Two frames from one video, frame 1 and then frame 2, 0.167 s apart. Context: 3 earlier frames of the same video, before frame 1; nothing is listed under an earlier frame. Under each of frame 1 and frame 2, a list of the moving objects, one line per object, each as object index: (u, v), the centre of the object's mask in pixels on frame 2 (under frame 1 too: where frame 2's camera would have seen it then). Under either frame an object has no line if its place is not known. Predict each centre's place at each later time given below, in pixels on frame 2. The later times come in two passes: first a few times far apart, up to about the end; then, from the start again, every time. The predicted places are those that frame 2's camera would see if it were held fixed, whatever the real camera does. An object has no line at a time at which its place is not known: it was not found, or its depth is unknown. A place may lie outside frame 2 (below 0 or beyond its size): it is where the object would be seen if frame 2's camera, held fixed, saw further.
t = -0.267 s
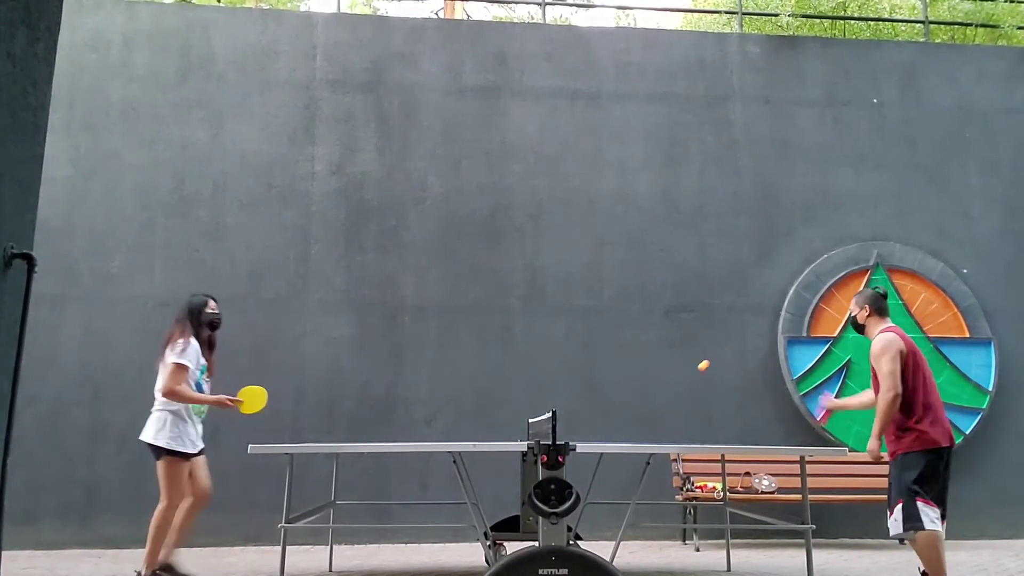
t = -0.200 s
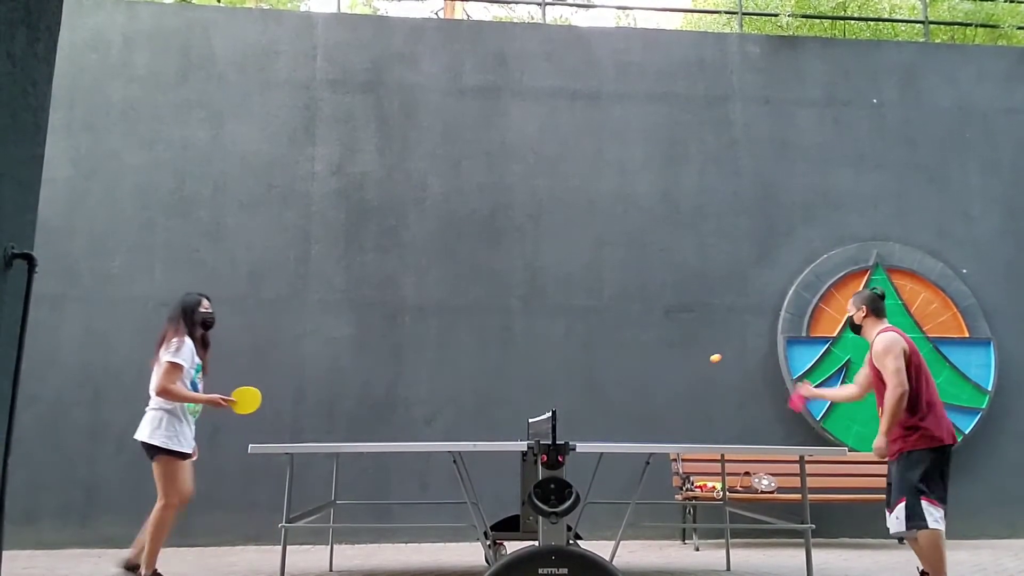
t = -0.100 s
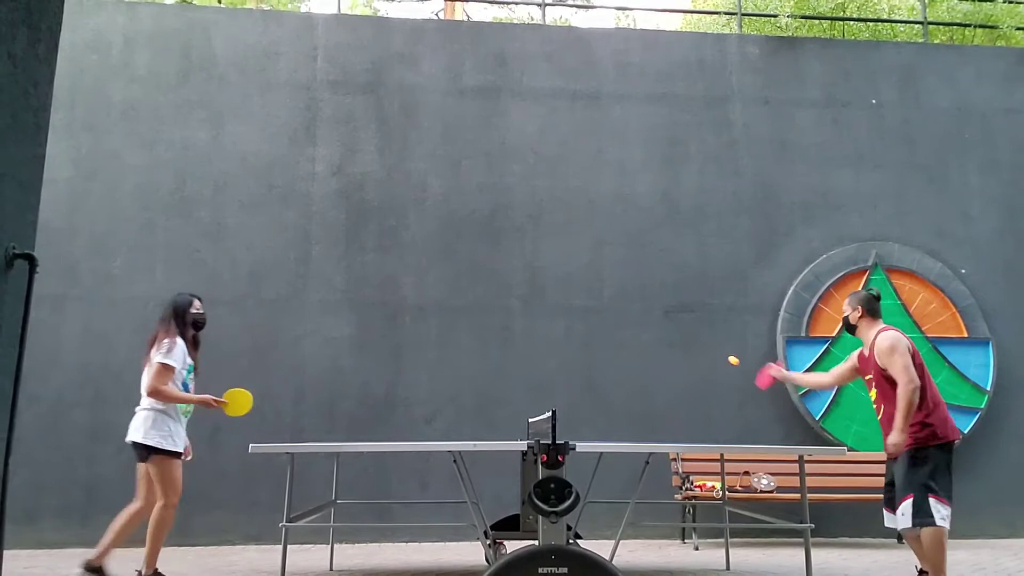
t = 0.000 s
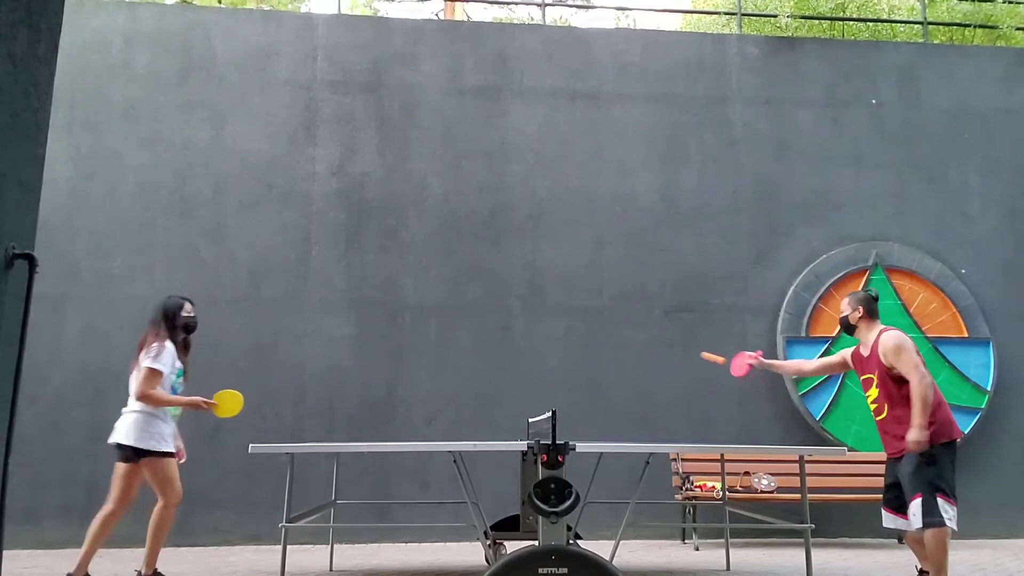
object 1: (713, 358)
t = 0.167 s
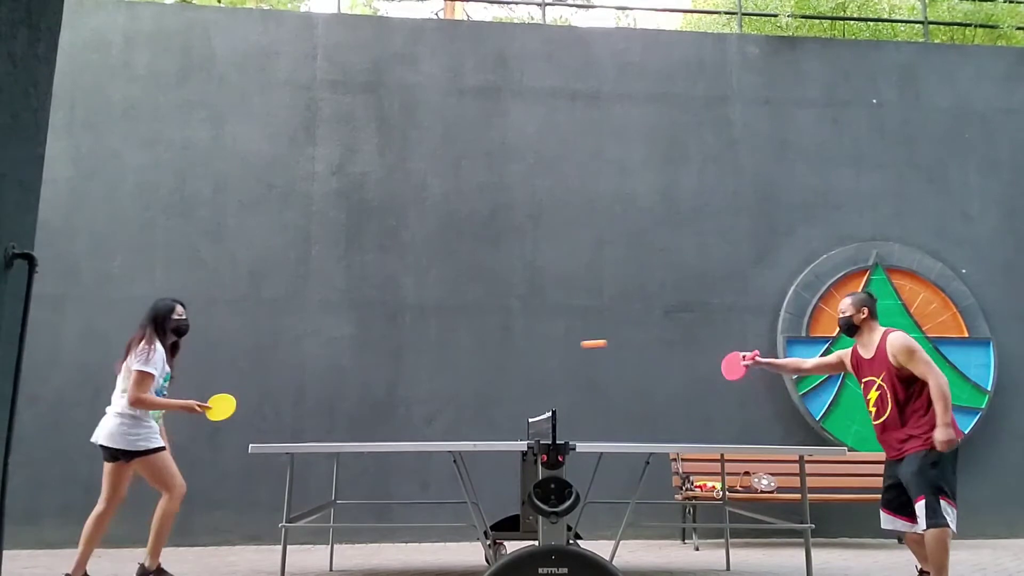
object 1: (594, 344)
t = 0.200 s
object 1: (569, 346)
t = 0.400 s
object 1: (411, 406)
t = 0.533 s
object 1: (315, 405)
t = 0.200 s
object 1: (569, 346)
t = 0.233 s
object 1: (544, 351)
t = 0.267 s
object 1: (518, 358)
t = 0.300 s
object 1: (493, 366)
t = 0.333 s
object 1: (466, 377)
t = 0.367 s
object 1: (439, 390)
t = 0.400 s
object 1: (411, 406)
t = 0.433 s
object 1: (383, 424)
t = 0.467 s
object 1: (356, 435)
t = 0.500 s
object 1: (336, 420)
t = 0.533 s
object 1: (315, 405)
